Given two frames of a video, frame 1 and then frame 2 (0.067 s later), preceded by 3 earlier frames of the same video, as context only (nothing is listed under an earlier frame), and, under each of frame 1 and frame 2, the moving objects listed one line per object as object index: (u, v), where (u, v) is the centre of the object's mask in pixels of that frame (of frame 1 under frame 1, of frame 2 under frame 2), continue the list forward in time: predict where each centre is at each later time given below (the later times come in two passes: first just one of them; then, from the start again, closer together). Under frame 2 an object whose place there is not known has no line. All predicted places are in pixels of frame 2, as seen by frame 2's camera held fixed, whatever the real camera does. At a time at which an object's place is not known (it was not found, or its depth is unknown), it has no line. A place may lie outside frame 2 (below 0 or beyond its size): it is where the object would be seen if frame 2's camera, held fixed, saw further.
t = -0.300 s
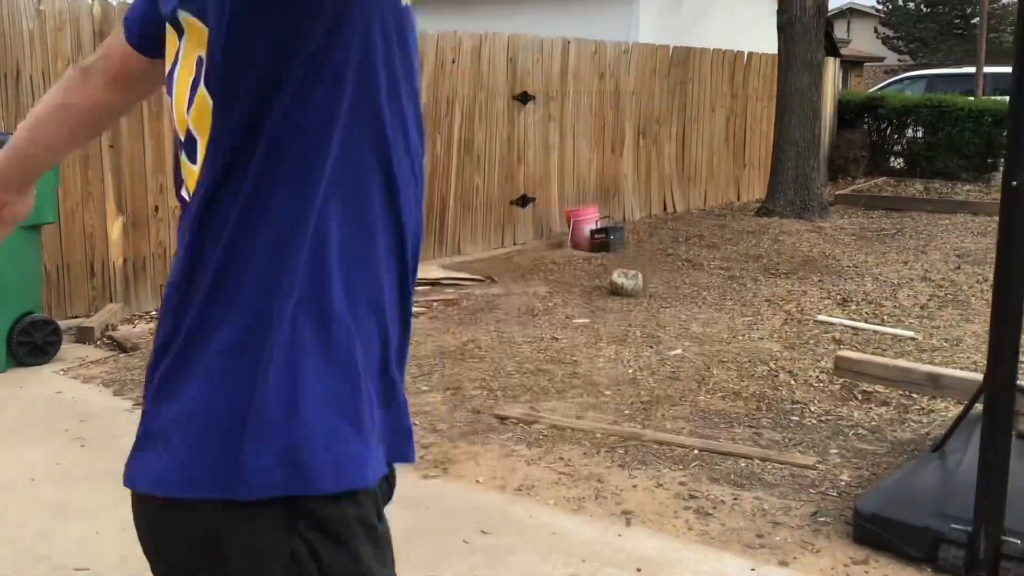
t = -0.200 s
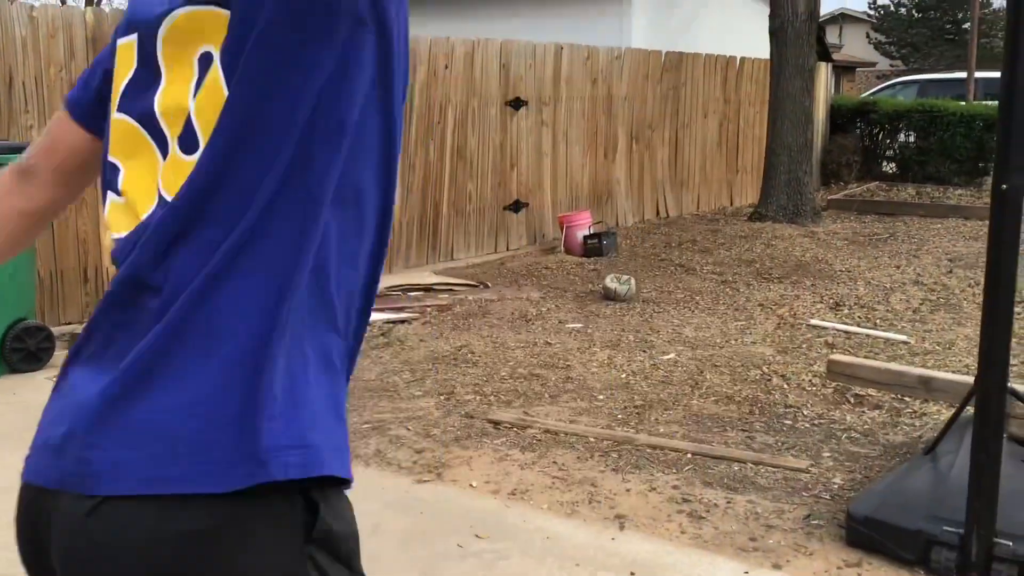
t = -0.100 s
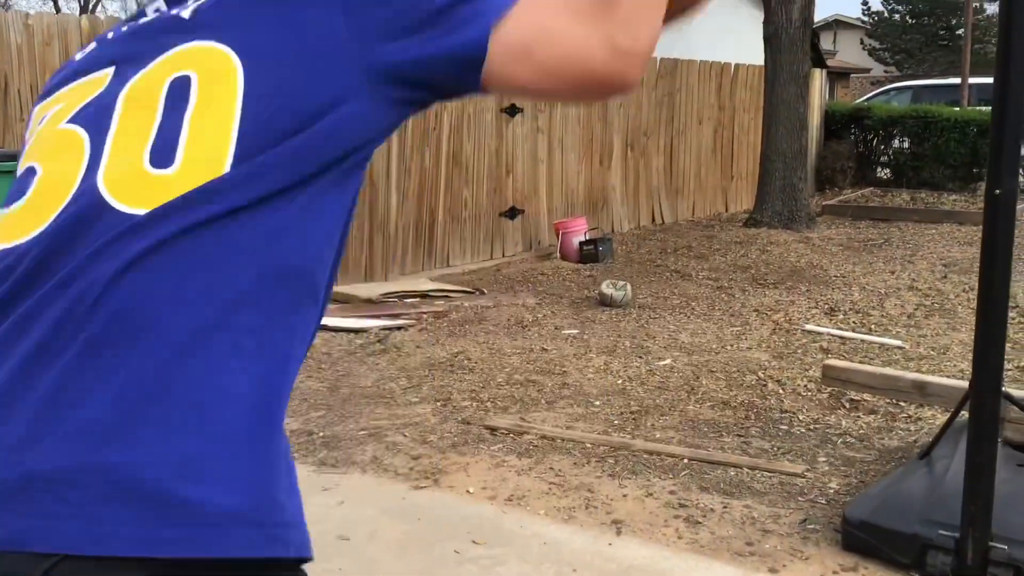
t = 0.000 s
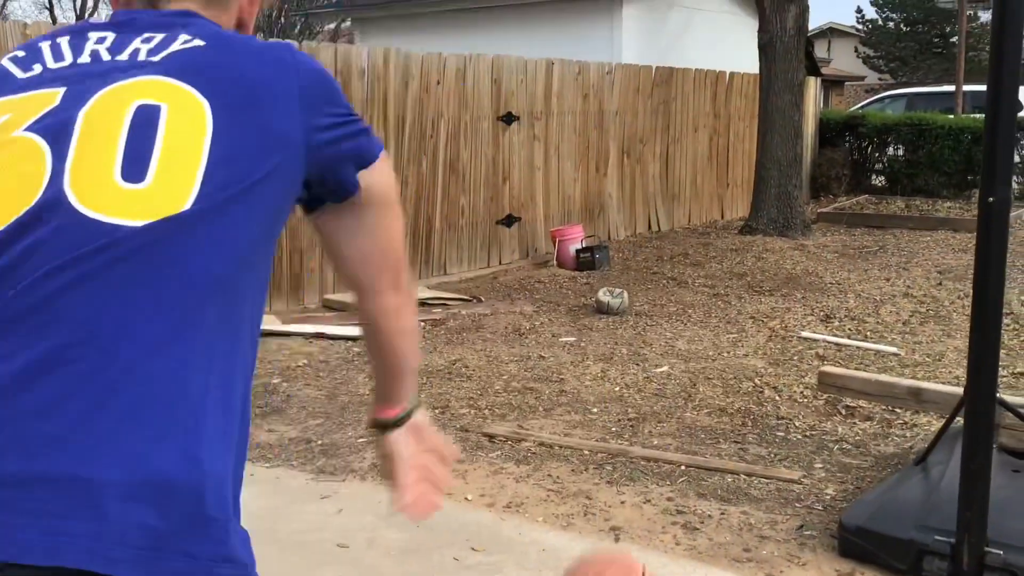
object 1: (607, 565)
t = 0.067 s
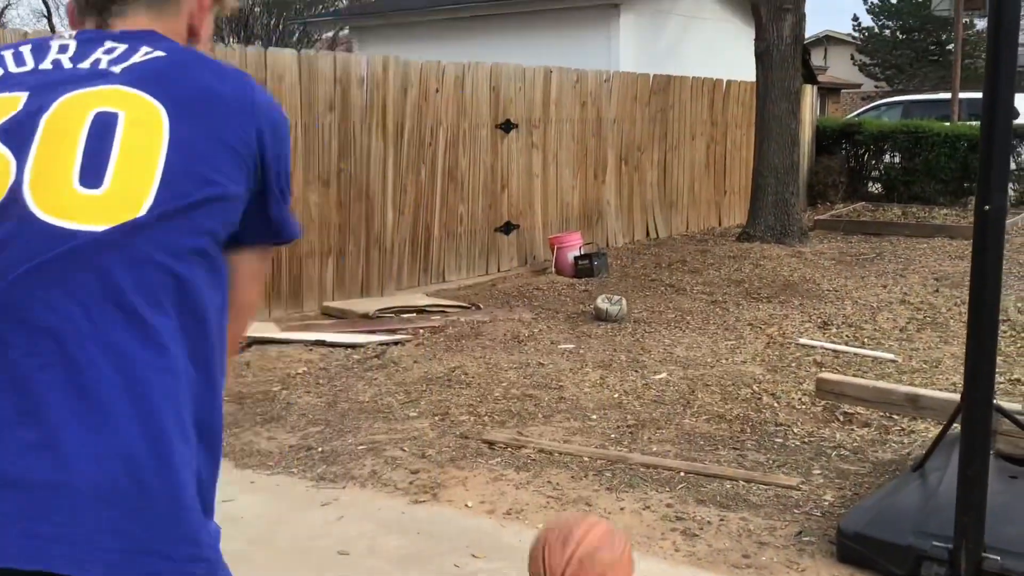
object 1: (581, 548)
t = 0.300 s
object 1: (496, 172)
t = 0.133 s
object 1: (553, 421)
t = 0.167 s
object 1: (540, 358)
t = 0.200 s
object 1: (528, 302)
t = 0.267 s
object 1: (508, 211)
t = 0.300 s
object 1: (496, 172)
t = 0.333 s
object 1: (485, 137)
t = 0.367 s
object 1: (475, 108)
